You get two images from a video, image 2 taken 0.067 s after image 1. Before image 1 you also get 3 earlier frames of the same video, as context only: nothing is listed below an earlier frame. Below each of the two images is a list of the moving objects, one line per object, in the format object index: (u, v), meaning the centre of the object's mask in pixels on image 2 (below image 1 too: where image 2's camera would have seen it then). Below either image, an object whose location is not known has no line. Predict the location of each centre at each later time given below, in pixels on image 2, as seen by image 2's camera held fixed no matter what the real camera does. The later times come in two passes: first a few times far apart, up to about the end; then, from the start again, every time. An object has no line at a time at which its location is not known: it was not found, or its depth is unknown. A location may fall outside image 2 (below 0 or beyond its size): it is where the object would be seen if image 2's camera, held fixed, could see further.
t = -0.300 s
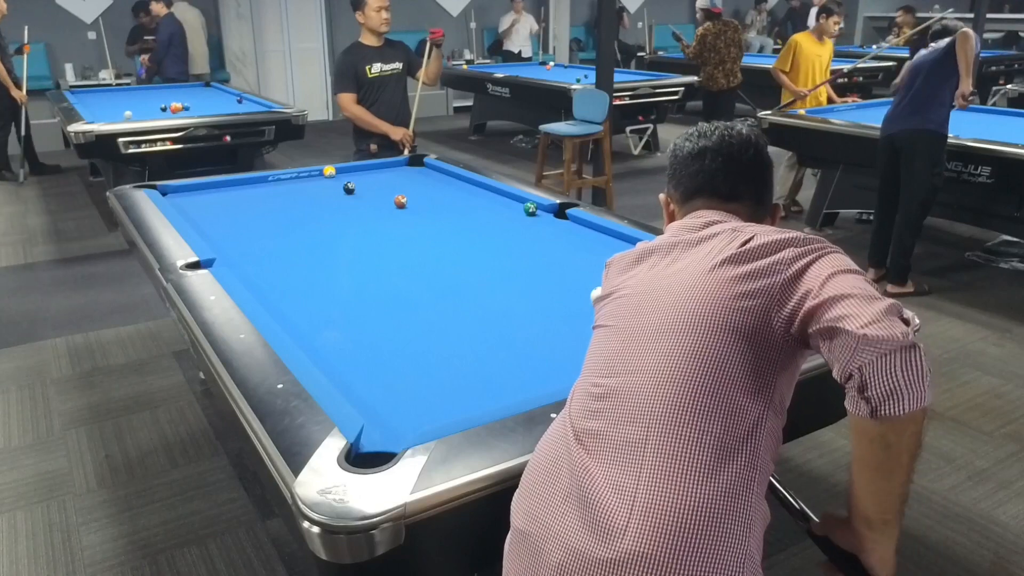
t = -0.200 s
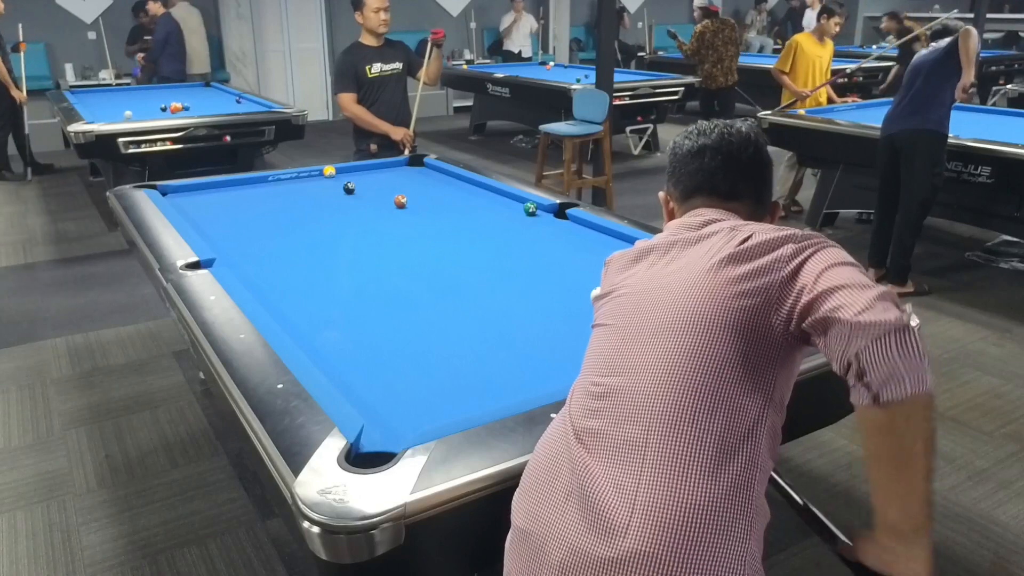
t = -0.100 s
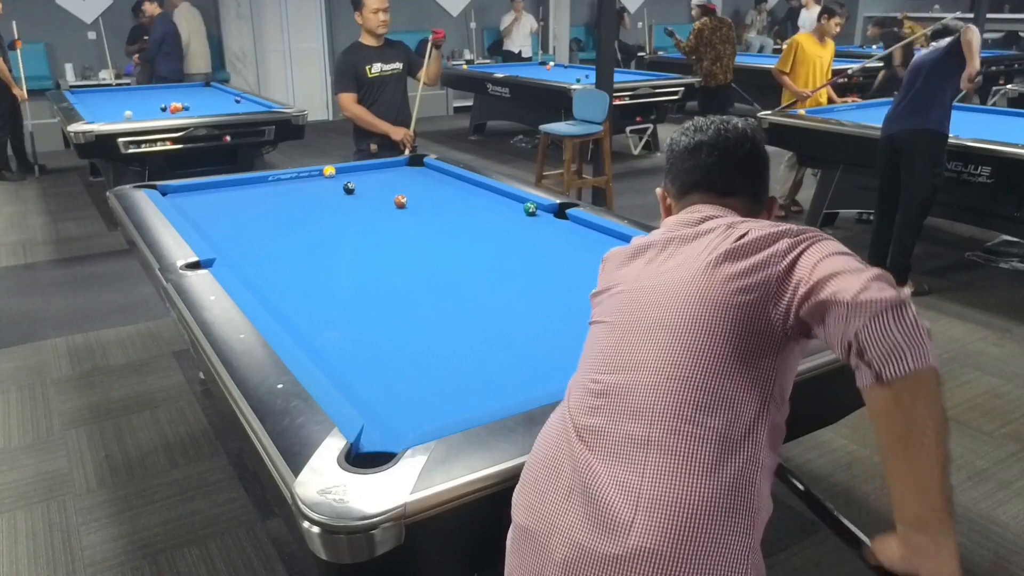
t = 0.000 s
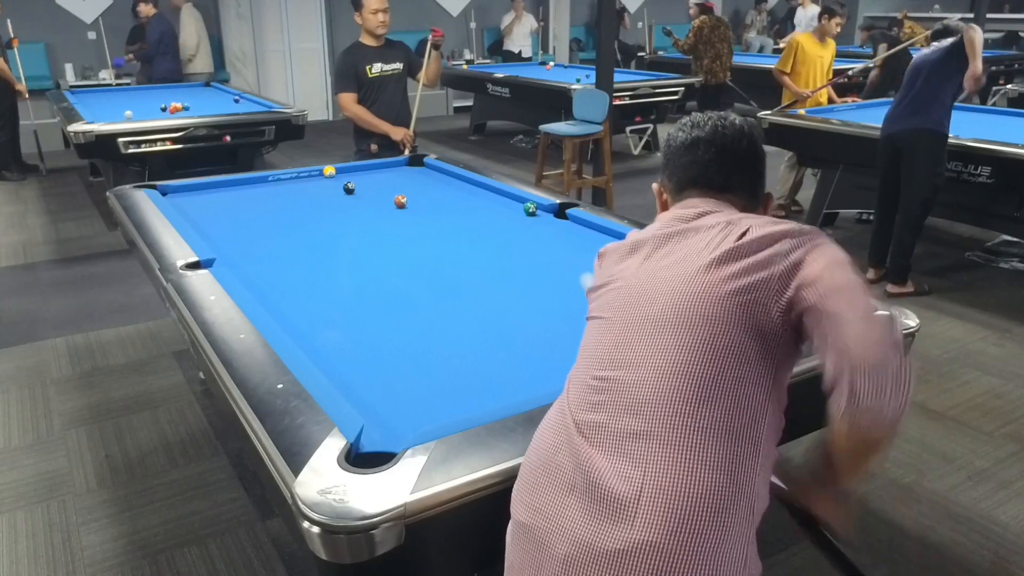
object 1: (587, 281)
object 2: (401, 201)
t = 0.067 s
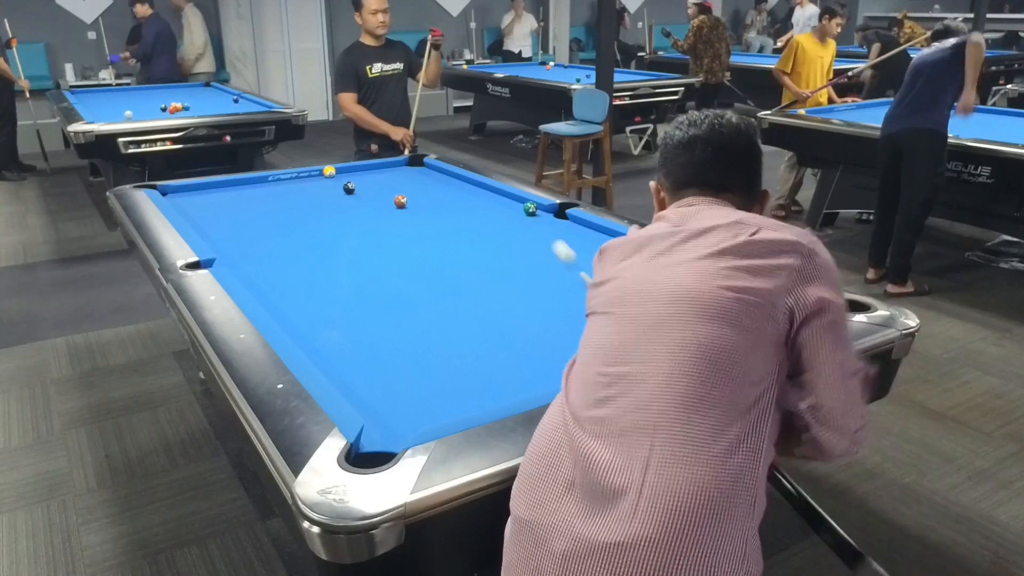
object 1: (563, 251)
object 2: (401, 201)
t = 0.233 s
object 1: (511, 211)
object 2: (401, 201)
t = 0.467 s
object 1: (455, 205)
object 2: (401, 201)
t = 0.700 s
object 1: (414, 200)
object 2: (394, 202)
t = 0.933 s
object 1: (405, 194)
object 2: (360, 203)
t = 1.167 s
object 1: (396, 189)
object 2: (329, 204)
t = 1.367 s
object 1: (389, 185)
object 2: (304, 204)
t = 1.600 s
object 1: (382, 181)
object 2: (276, 205)
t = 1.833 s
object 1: (375, 177)
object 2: (248, 206)
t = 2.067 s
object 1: (369, 173)
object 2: (222, 206)
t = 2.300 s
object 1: (364, 170)
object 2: (198, 207)
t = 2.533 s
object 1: (364, 167)
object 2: (179, 207)
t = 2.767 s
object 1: (376, 168)
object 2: (189, 205)
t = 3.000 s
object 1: (387, 168)
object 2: (198, 203)
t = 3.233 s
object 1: (397, 168)
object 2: (205, 201)
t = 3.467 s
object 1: (406, 168)
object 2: (212, 199)
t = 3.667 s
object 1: (412, 169)
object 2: (218, 198)
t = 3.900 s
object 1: (419, 169)
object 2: (223, 197)
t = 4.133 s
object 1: (425, 169)
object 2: (227, 196)
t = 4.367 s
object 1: (430, 169)
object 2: (230, 195)
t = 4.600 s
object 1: (434, 169)
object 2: (232, 195)
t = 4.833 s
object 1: (434, 169)
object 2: (233, 194)
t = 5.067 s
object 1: (434, 170)
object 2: (233, 194)
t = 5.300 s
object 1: (434, 169)
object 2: (233, 194)
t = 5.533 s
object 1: (434, 169)
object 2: (233, 194)
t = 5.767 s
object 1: (434, 170)
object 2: (233, 194)
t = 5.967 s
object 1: (434, 169)
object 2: (233, 194)
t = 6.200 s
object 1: (434, 170)
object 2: (234, 194)
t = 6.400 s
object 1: (434, 169)
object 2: (234, 194)
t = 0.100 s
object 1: (551, 237)
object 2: (401, 201)
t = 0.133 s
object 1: (540, 224)
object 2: (401, 201)
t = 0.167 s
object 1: (530, 213)
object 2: (401, 201)
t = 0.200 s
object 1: (521, 211)
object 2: (401, 201)
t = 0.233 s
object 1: (511, 211)
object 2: (401, 201)
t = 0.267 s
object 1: (502, 210)
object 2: (401, 201)
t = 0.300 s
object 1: (493, 209)
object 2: (401, 201)
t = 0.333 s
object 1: (485, 209)
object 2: (401, 201)
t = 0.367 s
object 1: (477, 208)
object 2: (401, 201)
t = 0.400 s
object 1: (470, 207)
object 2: (400, 201)
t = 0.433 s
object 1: (462, 206)
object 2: (400, 201)
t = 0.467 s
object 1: (455, 205)
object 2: (401, 201)
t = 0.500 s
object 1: (448, 205)
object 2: (400, 202)
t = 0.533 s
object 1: (441, 204)
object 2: (401, 201)
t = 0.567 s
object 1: (434, 203)
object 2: (401, 201)
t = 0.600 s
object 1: (427, 202)
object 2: (401, 201)
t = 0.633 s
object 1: (421, 202)
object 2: (401, 201)
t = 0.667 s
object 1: (415, 201)
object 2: (400, 201)
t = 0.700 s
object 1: (414, 200)
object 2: (394, 202)
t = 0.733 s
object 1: (413, 199)
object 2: (388, 202)
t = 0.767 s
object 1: (412, 198)
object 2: (382, 202)
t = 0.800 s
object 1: (411, 198)
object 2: (378, 202)
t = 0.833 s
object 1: (409, 197)
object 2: (373, 202)
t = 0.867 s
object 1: (408, 196)
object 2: (369, 202)
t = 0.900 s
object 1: (406, 195)
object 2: (365, 202)
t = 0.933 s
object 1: (405, 194)
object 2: (360, 203)
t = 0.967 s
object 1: (404, 193)
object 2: (356, 203)
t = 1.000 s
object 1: (402, 193)
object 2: (351, 203)
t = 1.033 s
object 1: (401, 192)
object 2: (347, 203)
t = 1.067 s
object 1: (400, 191)
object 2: (343, 203)
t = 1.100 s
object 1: (398, 190)
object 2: (338, 203)
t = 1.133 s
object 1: (397, 190)
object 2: (334, 203)
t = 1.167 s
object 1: (396, 189)
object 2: (329, 204)
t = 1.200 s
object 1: (395, 188)
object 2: (326, 204)
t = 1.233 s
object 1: (394, 188)
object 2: (321, 203)
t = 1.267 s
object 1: (392, 187)
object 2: (316, 204)
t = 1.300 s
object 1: (391, 186)
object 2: (312, 204)
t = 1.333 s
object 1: (390, 186)
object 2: (308, 204)
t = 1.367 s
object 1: (389, 185)
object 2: (304, 204)
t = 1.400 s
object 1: (388, 184)
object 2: (300, 205)
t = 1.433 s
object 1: (387, 184)
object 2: (295, 205)
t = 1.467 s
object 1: (386, 183)
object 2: (291, 205)
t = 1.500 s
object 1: (385, 182)
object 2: (289, 203)
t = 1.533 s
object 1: (384, 182)
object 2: (282, 204)
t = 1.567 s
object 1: (383, 181)
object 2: (280, 205)
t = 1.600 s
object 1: (382, 181)
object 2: (276, 205)
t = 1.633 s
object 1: (381, 180)
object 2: (272, 205)
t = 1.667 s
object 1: (380, 179)
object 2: (268, 205)
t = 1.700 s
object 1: (379, 179)
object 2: (264, 205)
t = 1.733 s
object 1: (378, 178)
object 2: (260, 205)
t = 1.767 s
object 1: (377, 178)
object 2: (256, 206)
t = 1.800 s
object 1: (376, 177)
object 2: (252, 206)
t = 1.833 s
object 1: (375, 177)
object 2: (248, 206)
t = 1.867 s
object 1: (374, 176)
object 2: (244, 206)
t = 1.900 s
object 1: (374, 175)
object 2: (241, 206)
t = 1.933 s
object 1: (373, 175)
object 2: (237, 206)
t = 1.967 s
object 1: (372, 174)
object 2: (234, 206)
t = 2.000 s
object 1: (371, 174)
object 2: (230, 206)
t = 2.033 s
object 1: (370, 173)
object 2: (226, 206)
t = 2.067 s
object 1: (369, 173)
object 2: (222, 206)
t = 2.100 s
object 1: (369, 172)
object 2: (219, 206)
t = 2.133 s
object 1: (368, 172)
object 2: (215, 207)
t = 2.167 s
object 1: (367, 171)
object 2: (211, 207)
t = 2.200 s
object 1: (366, 171)
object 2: (208, 207)
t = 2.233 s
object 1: (366, 171)
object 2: (204, 207)
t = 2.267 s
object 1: (365, 170)
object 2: (201, 207)
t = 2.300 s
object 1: (364, 170)
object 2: (198, 207)
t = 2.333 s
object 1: (363, 169)
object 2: (194, 207)
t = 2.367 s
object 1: (363, 169)
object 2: (191, 207)
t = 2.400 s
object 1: (362, 168)
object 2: (188, 207)
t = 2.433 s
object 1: (362, 168)
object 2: (185, 207)
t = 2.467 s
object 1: (361, 168)
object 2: (181, 207)
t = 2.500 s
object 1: (362, 168)
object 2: (179, 207)
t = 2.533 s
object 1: (364, 167)
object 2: (179, 207)
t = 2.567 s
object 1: (366, 168)
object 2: (180, 207)
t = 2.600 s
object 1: (367, 168)
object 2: (181, 207)
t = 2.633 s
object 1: (369, 168)
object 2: (183, 206)
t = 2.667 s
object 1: (371, 168)
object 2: (184, 206)
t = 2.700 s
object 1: (373, 168)
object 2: (186, 205)
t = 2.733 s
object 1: (374, 167)
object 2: (187, 205)
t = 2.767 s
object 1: (376, 168)
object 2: (189, 205)
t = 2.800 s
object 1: (377, 168)
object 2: (190, 204)
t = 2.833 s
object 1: (379, 168)
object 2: (191, 204)
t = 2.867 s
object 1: (381, 168)
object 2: (193, 204)
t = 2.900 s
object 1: (382, 168)
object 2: (194, 203)
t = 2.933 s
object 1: (384, 168)
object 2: (195, 203)
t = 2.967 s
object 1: (385, 168)
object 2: (196, 203)
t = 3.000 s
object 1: (387, 168)
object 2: (198, 203)
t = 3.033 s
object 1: (388, 168)
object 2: (199, 202)
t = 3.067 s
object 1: (390, 168)
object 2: (200, 202)
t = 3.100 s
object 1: (391, 168)
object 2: (201, 202)
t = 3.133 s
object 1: (393, 168)
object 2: (202, 202)
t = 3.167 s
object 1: (394, 168)
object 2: (203, 201)
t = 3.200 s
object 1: (395, 168)
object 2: (205, 201)
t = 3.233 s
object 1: (397, 168)
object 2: (205, 201)
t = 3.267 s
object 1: (398, 168)
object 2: (206, 201)
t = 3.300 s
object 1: (399, 168)
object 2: (208, 200)
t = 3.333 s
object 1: (401, 168)
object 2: (209, 200)
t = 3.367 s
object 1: (402, 168)
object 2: (210, 200)
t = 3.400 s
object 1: (403, 168)
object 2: (210, 200)
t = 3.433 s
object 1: (404, 168)
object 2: (211, 199)
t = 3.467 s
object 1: (406, 168)
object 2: (212, 199)
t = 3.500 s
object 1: (407, 168)
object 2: (213, 199)
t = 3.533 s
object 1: (408, 168)
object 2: (214, 199)
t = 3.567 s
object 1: (409, 168)
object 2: (215, 199)
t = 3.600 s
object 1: (410, 168)
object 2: (216, 199)
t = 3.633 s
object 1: (411, 168)
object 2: (217, 198)
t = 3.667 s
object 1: (412, 169)
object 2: (218, 198)
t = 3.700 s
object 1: (414, 168)
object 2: (219, 198)
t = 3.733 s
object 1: (414, 168)
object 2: (219, 198)
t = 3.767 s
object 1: (415, 169)
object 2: (220, 197)
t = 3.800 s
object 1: (416, 169)
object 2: (221, 197)
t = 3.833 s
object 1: (417, 169)
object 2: (222, 197)
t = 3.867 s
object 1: (418, 169)
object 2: (222, 197)
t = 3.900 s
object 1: (419, 169)
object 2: (223, 197)
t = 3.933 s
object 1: (420, 169)
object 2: (223, 197)
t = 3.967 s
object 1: (421, 169)
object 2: (224, 196)
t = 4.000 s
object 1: (422, 169)
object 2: (225, 196)
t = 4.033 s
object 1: (423, 169)
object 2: (225, 196)
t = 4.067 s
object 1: (424, 169)
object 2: (226, 196)
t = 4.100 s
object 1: (424, 169)
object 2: (226, 196)
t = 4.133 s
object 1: (425, 169)
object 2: (227, 196)
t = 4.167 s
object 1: (426, 169)
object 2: (227, 196)
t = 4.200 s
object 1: (427, 169)
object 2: (228, 196)
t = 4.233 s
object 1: (428, 169)
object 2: (228, 195)
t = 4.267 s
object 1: (428, 169)
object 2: (229, 195)
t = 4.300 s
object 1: (429, 169)
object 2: (229, 195)
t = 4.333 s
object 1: (429, 169)
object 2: (229, 195)
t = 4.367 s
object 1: (430, 169)
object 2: (230, 195)
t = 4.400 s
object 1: (431, 169)
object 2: (230, 195)
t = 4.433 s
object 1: (431, 169)
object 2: (230, 195)
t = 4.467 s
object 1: (432, 169)
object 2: (231, 195)
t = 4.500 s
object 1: (433, 169)
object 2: (231, 195)
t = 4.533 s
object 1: (433, 169)
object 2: (231, 195)
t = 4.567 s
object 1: (434, 169)
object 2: (231, 195)
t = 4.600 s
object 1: (434, 169)
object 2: (232, 195)
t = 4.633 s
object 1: (434, 169)
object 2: (232, 194)
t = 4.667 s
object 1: (434, 169)
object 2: (232, 194)
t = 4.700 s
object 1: (434, 169)
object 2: (232, 194)
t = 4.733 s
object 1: (434, 169)
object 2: (232, 194)
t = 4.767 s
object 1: (434, 169)
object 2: (233, 194)
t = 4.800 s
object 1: (434, 169)
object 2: (233, 194)
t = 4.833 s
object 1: (434, 169)
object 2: (233, 194)
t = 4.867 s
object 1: (434, 169)
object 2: (233, 194)
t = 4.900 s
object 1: (434, 169)
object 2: (233, 194)
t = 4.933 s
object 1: (434, 169)
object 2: (233, 194)
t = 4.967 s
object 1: (434, 169)
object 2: (233, 194)
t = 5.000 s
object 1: (434, 170)
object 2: (233, 194)
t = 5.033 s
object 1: (434, 170)
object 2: (233, 194)
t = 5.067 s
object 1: (434, 170)
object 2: (233, 194)
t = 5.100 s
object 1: (434, 170)
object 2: (233, 194)
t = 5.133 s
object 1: (434, 170)
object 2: (233, 194)
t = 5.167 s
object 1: (434, 170)
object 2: (233, 194)
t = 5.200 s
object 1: (434, 170)
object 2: (233, 194)
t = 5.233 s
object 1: (434, 170)
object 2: (233, 194)
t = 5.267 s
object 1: (434, 170)
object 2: (233, 194)
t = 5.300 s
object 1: (434, 169)
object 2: (233, 194)
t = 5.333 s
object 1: (434, 170)
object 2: (233, 194)
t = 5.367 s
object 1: (434, 170)
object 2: (233, 194)
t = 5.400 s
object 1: (434, 170)
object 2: (233, 194)
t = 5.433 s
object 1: (434, 169)
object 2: (233, 194)
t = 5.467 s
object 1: (434, 169)
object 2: (233, 194)
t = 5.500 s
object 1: (434, 169)
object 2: (233, 194)
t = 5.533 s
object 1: (434, 169)
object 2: (233, 194)
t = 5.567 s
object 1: (434, 169)
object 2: (233, 194)
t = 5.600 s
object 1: (434, 169)
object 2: (233, 194)
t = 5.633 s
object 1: (434, 170)
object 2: (233, 194)
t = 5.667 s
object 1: (434, 169)
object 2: (233, 194)
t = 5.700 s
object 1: (434, 169)
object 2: (233, 194)
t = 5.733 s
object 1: (434, 169)
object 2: (233, 194)
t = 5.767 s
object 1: (434, 170)
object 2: (233, 194)
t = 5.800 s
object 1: (434, 169)
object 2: (233, 194)
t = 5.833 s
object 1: (434, 169)
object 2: (233, 194)
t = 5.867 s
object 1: (434, 169)
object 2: (233, 194)
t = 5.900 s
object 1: (434, 169)
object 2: (233, 194)
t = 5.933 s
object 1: (434, 169)
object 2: (233, 194)
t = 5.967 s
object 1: (434, 169)
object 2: (233, 194)
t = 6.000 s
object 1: (434, 170)
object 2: (233, 194)
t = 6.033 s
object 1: (434, 169)
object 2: (233, 194)
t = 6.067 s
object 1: (434, 169)
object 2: (233, 194)
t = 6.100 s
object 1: (434, 169)
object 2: (234, 194)
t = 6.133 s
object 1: (434, 169)
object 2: (233, 194)
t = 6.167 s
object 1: (434, 169)
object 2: (234, 194)
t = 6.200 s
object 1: (434, 170)
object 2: (234, 194)
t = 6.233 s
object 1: (434, 169)
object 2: (234, 194)
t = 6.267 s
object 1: (434, 169)
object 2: (234, 194)
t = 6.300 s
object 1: (434, 169)
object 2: (234, 194)
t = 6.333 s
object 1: (434, 169)
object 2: (234, 194)
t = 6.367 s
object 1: (434, 169)
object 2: (234, 194)
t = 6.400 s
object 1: (434, 169)
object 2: (234, 194)
